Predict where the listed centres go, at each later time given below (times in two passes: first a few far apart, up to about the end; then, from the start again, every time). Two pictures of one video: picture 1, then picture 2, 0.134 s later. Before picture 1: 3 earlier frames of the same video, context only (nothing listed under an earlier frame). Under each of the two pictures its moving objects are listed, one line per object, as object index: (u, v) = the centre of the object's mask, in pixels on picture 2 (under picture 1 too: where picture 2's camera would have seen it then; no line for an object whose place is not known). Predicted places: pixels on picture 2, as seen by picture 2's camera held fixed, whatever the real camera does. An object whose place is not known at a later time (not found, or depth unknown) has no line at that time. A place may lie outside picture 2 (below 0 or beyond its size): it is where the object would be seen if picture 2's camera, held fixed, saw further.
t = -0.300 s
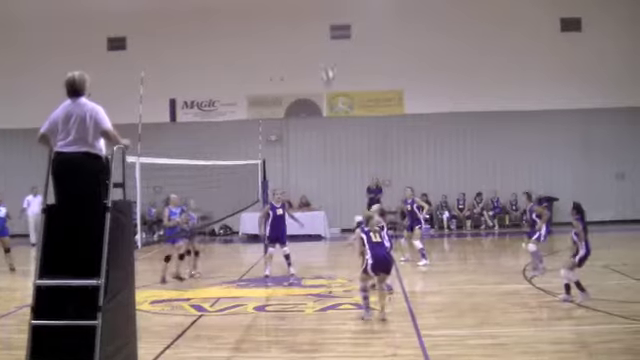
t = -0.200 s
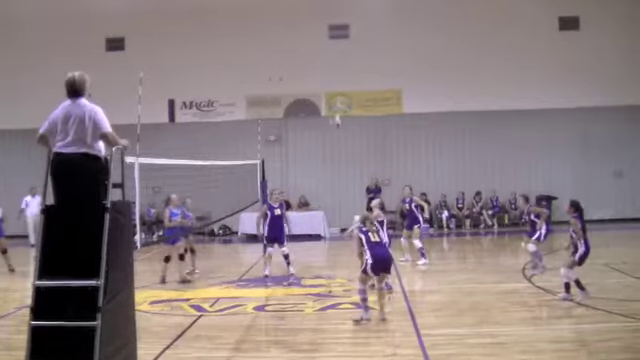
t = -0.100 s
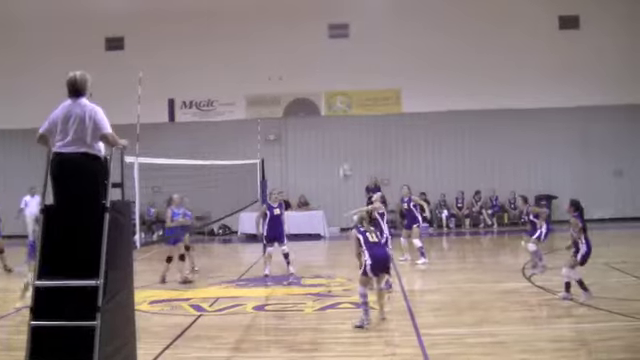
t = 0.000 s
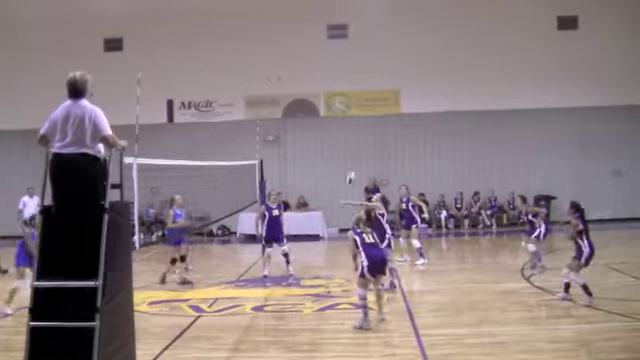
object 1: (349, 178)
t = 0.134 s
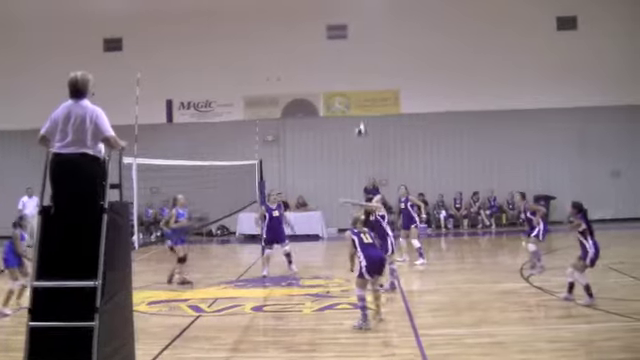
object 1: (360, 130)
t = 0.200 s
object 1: (365, 109)
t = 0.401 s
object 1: (380, 63)
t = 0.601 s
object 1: (396, 41)
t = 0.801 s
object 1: (416, 40)
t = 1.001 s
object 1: (436, 66)
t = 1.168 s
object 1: (450, 110)
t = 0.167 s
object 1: (362, 119)
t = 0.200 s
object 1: (365, 109)
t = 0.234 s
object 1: (367, 99)
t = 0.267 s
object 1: (370, 91)
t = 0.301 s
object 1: (373, 83)
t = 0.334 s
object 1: (375, 76)
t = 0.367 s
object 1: (378, 69)
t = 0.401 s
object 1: (380, 63)
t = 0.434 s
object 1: (383, 57)
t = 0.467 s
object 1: (386, 53)
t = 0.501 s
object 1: (389, 49)
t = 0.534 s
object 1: (391, 47)
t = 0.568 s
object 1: (394, 43)
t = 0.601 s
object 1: (396, 41)
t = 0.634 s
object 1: (400, 39)
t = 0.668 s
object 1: (402, 38)
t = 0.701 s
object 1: (405, 37)
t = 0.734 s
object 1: (408, 37)
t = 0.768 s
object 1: (412, 39)
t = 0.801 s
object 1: (416, 40)
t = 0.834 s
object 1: (419, 44)
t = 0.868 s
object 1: (422, 47)
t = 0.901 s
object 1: (425, 51)
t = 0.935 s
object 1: (427, 53)
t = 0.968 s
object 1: (432, 60)
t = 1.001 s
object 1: (436, 66)
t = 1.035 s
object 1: (438, 72)
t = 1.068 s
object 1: (442, 81)
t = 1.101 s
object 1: (446, 90)
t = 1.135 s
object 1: (448, 101)
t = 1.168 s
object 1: (450, 110)
